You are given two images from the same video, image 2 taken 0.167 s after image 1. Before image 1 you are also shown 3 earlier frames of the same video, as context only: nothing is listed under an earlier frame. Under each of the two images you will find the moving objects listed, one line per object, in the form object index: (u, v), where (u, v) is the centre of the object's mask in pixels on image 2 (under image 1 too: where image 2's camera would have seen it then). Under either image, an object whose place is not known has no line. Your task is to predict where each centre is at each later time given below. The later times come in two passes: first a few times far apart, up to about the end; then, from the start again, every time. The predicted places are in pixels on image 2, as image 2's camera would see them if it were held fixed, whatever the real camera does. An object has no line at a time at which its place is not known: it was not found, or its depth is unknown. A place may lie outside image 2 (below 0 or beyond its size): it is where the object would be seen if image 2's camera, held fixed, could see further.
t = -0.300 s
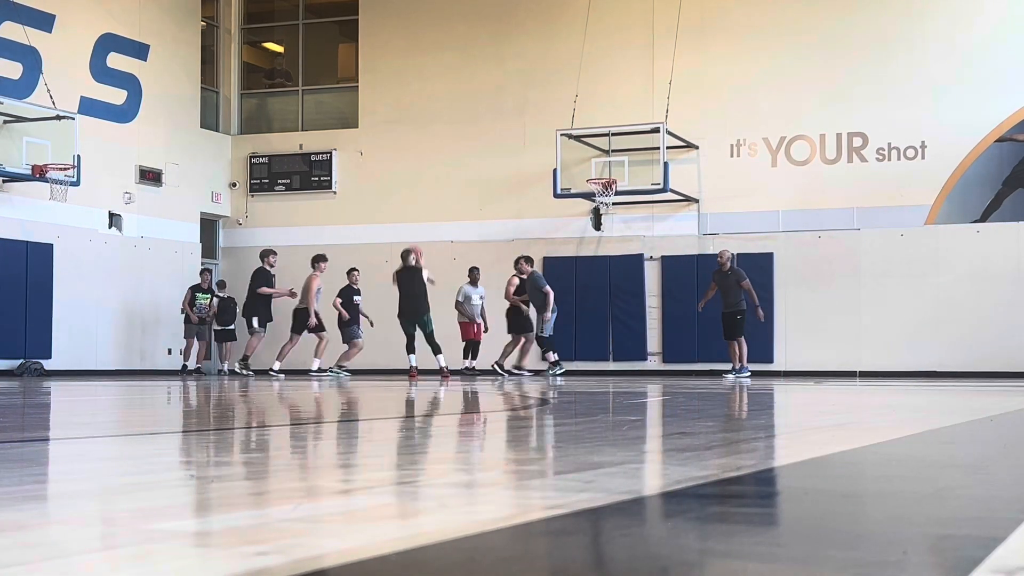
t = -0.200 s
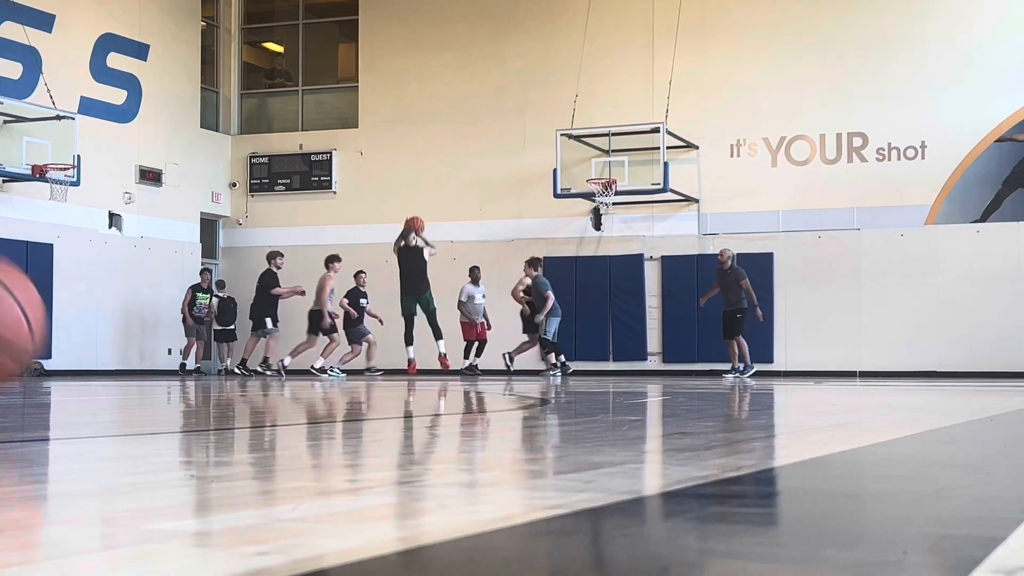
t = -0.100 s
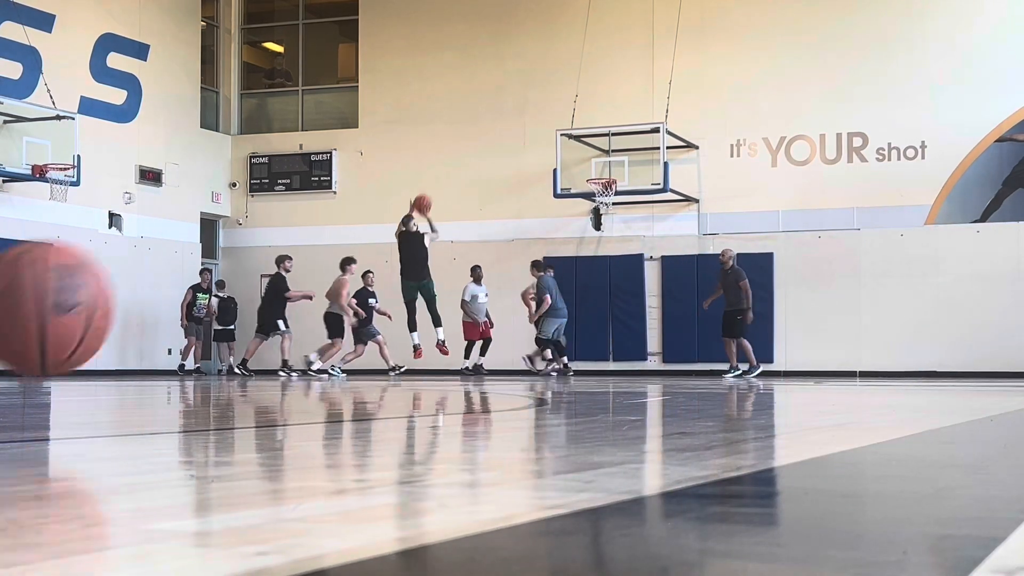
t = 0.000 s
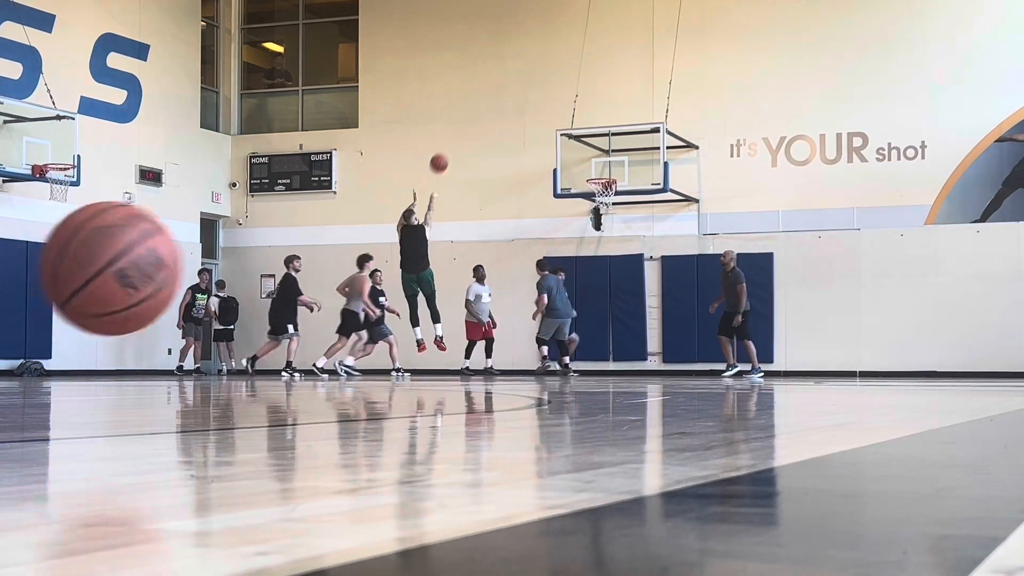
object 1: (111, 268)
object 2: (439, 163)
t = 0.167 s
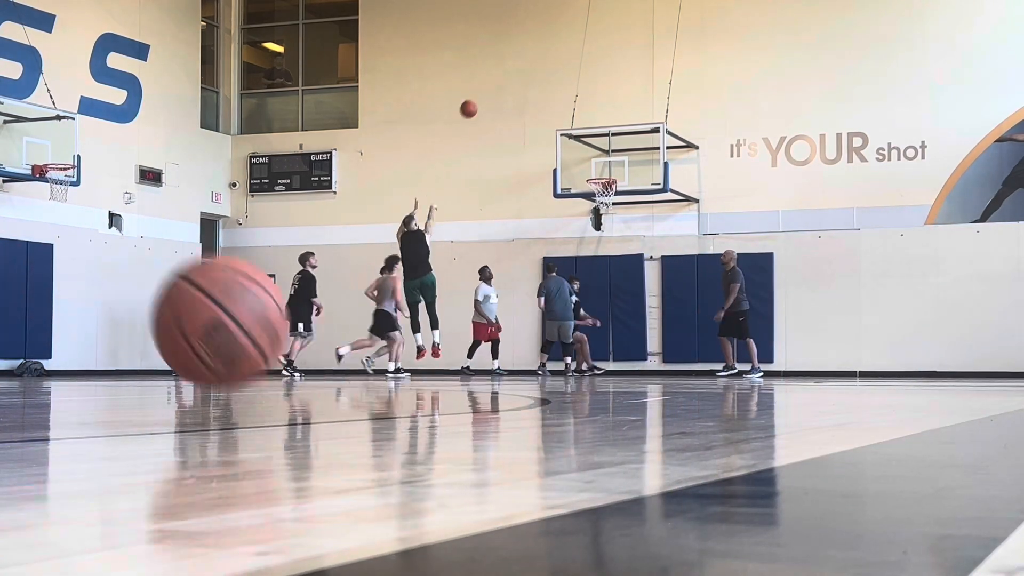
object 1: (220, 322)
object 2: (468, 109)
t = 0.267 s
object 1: (283, 328)
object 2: (485, 88)
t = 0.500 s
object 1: (415, 344)
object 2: (522, 67)
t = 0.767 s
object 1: (562, 352)
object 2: (559, 88)
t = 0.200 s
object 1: (242, 352)
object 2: (474, 101)
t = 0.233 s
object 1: (263, 349)
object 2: (480, 94)
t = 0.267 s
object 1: (283, 328)
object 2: (485, 88)
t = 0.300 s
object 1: (303, 313)
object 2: (491, 82)
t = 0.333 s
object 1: (322, 304)
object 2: (496, 78)
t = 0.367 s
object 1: (340, 302)
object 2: (502, 74)
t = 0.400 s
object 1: (359, 304)
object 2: (507, 71)
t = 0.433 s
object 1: (378, 312)
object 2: (512, 69)
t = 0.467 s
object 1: (397, 325)
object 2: (517, 68)
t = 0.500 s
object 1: (415, 344)
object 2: (522, 67)
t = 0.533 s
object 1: (434, 357)
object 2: (527, 67)
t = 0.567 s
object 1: (453, 340)
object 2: (532, 68)
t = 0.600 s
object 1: (472, 329)
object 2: (537, 70)
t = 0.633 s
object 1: (490, 322)
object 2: (541, 72)
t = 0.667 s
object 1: (507, 321)
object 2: (546, 75)
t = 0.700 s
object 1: (525, 326)
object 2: (551, 78)
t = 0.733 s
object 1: (544, 336)
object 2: (555, 83)
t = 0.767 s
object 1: (562, 352)
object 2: (559, 88)
